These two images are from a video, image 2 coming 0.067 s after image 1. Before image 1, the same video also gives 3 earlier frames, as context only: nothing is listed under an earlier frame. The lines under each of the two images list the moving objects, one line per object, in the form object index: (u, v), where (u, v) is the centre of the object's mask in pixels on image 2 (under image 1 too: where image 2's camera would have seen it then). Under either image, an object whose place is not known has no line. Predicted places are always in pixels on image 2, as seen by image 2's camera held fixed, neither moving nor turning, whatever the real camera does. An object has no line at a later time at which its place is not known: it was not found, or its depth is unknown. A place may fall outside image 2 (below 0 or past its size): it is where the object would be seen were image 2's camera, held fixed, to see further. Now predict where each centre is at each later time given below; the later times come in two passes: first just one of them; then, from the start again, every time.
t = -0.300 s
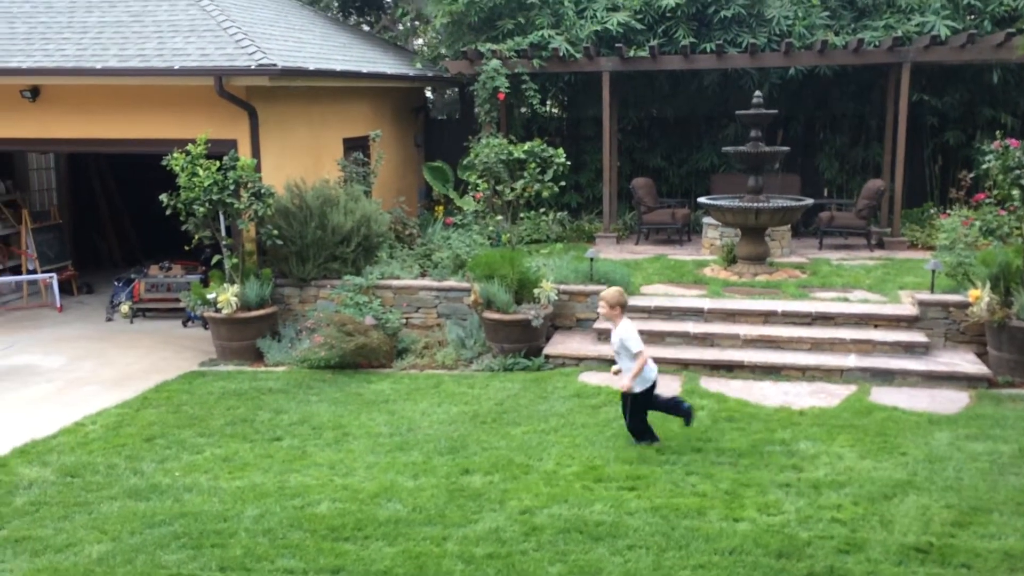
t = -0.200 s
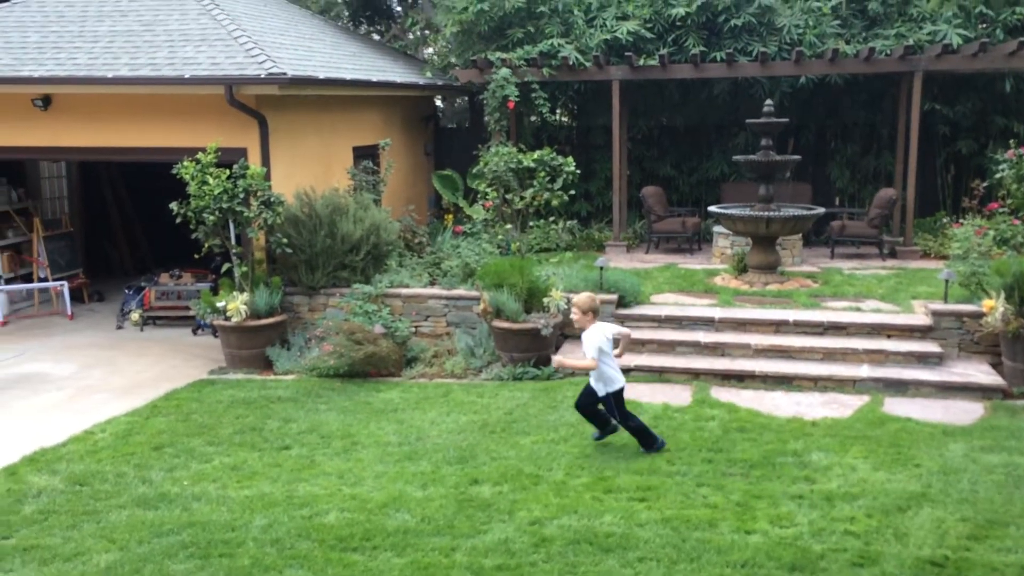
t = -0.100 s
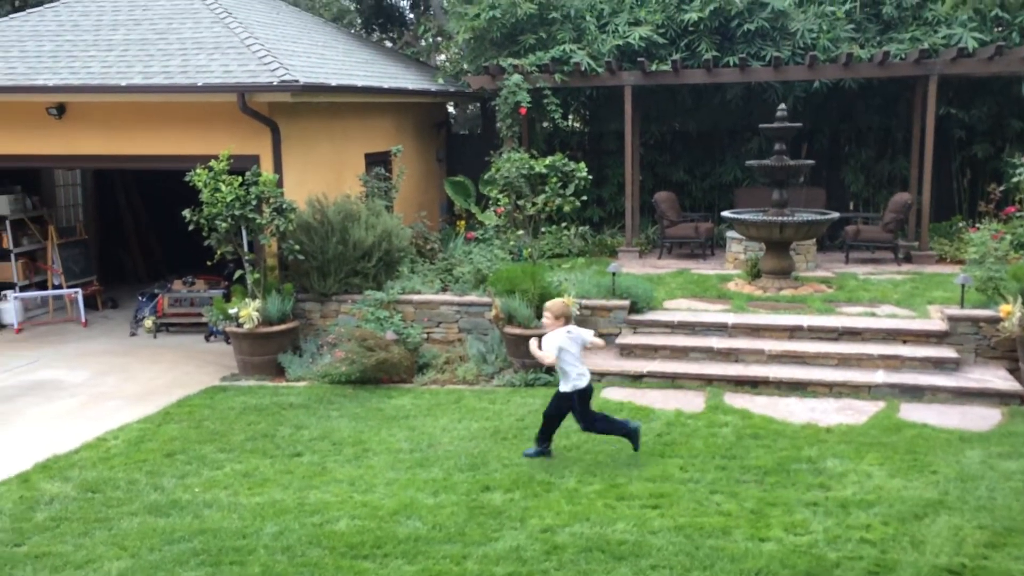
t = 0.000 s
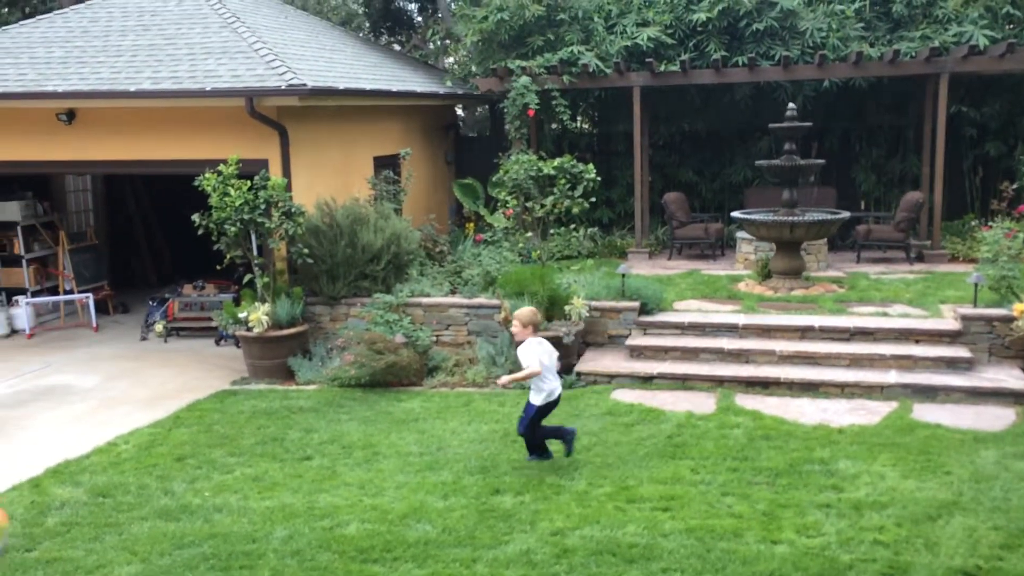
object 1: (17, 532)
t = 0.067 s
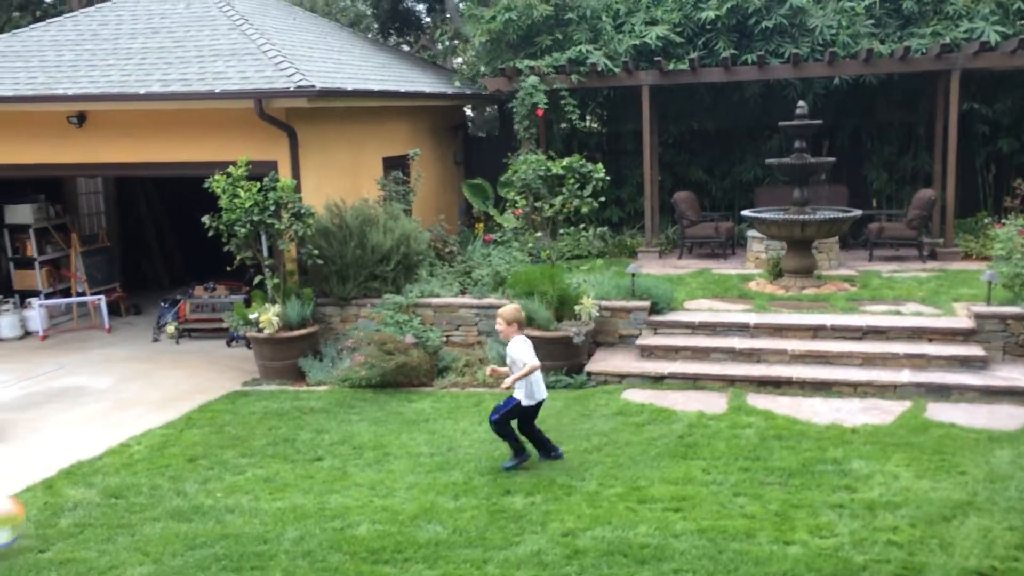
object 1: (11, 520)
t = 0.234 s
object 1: (1, 486)
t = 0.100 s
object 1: (6, 511)
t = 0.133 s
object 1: (2, 503)
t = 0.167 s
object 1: (0, 496)
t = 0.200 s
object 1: (-1, 491)
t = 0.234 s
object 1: (1, 486)
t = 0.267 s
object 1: (3, 483)
